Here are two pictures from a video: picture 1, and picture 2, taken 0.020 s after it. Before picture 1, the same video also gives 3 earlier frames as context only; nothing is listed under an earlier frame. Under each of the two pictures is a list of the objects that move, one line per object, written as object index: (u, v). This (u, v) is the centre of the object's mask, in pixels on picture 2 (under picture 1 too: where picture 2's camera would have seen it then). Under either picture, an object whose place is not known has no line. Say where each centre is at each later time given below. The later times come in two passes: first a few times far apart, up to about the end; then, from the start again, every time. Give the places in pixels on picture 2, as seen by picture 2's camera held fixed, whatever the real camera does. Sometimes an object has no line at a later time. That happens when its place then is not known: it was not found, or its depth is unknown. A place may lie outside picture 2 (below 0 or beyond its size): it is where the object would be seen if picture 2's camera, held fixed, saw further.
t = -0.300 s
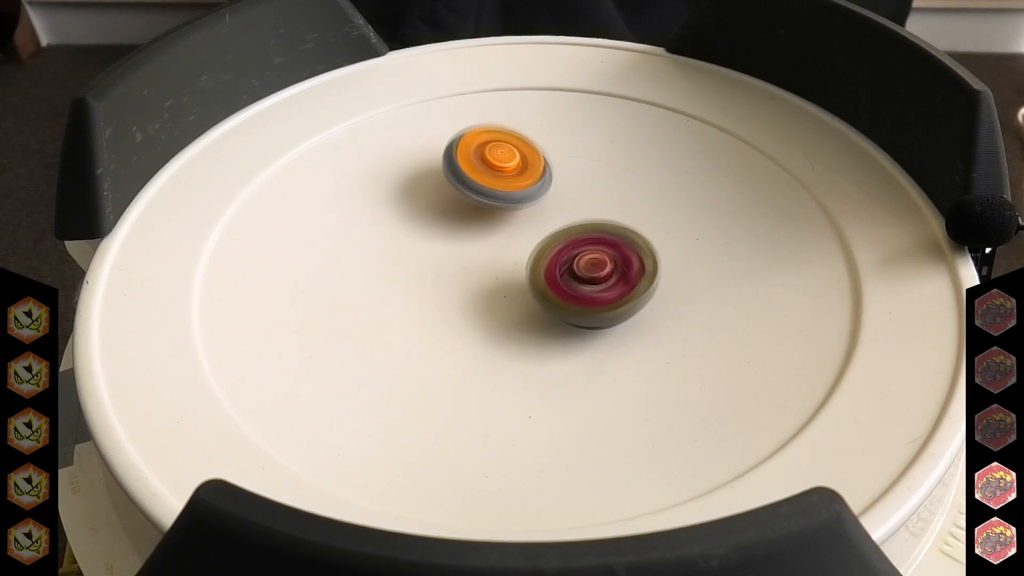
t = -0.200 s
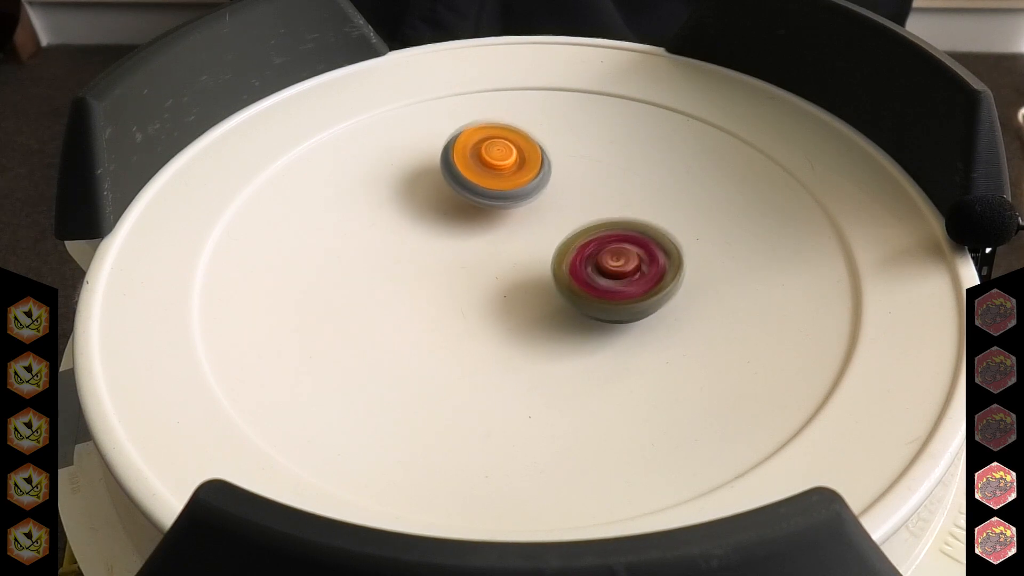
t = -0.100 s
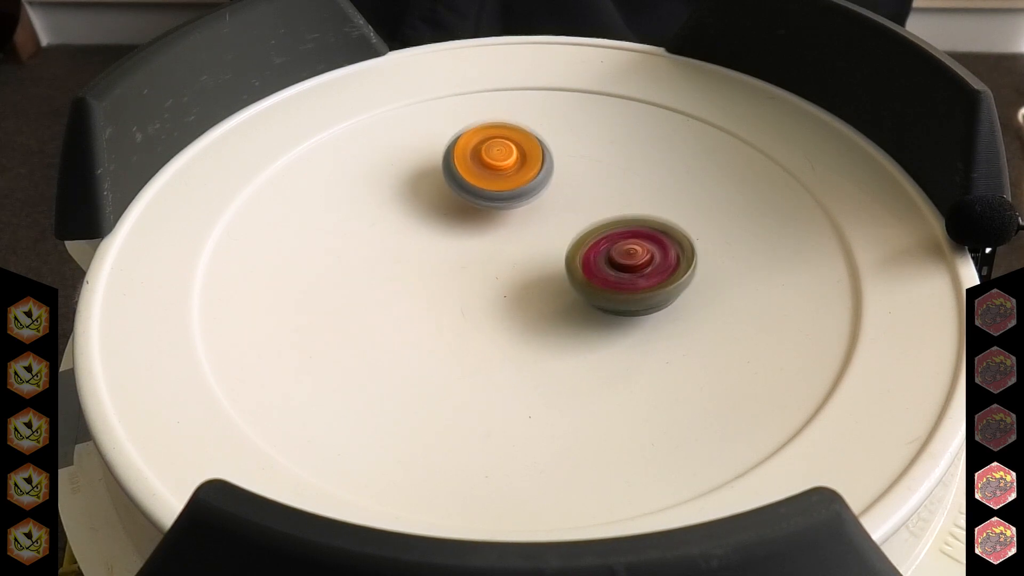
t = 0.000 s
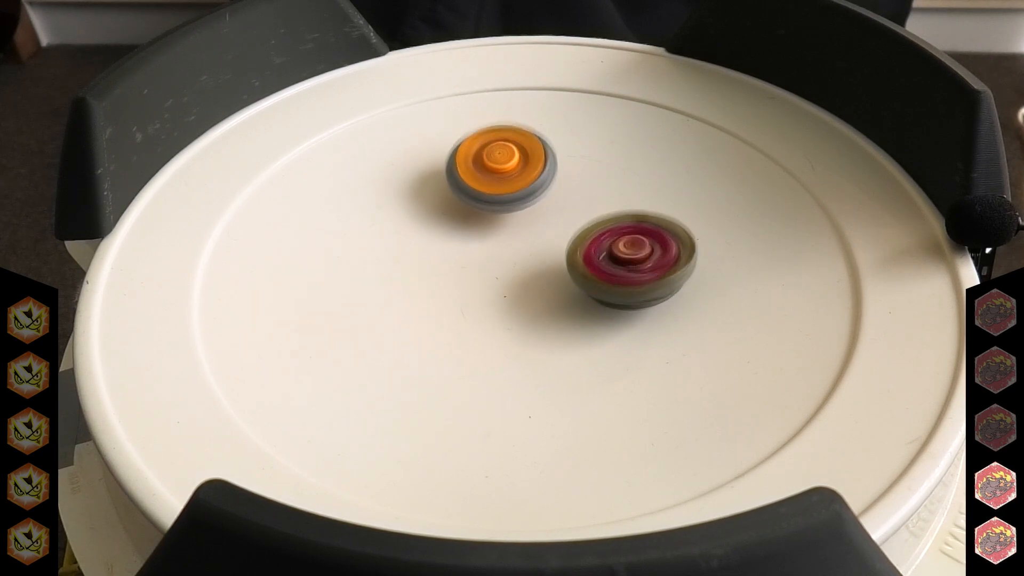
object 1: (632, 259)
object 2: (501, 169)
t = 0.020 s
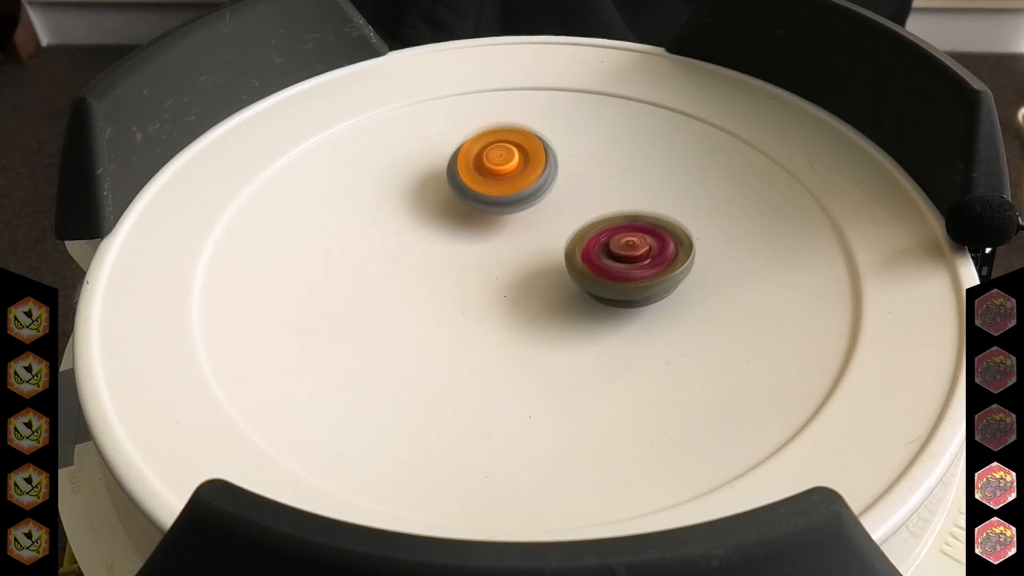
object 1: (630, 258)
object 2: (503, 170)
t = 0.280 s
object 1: (583, 255)
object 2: (491, 183)
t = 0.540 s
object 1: (530, 270)
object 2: (460, 200)
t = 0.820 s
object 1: (463, 290)
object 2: (472, 186)
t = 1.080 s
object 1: (425, 294)
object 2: (528, 171)
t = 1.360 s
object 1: (446, 296)
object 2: (544, 193)
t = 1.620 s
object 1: (474, 309)
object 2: (554, 196)
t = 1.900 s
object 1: (483, 343)
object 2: (554, 196)
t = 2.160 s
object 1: (507, 325)
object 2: (502, 211)
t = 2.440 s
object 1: (555, 281)
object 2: (489, 200)
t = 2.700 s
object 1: (618, 255)
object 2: (491, 203)
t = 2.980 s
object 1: (656, 272)
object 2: (471, 211)
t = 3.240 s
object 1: (590, 278)
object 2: (453, 212)
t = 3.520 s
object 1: (553, 258)
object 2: (429, 196)
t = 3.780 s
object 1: (558, 232)
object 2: (429, 213)
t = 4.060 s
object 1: (556, 217)
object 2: (429, 226)
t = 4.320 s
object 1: (553, 220)
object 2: (422, 231)
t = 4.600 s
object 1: (556, 242)
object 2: (428, 242)
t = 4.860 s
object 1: (537, 270)
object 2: (417, 236)
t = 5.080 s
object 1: (553, 283)
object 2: (405, 213)
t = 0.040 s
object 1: (628, 257)
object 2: (503, 171)
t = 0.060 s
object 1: (625, 256)
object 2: (502, 172)
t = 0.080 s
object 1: (622, 255)
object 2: (503, 174)
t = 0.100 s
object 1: (618, 253)
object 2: (504, 176)
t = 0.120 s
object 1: (614, 252)
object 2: (505, 178)
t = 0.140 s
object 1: (609, 251)
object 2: (504, 179)
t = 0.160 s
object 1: (605, 251)
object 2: (503, 181)
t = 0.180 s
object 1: (600, 250)
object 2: (503, 183)
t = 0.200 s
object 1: (595, 249)
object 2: (503, 185)
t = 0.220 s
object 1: (590, 248)
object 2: (503, 187)
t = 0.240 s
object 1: (586, 248)
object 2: (501, 189)
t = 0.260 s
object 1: (584, 251)
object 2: (495, 186)
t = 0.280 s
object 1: (583, 255)
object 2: (491, 183)
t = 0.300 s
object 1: (580, 258)
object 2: (488, 183)
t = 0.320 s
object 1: (575, 260)
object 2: (483, 183)
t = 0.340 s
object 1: (572, 261)
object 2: (480, 184)
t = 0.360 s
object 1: (570, 262)
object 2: (479, 186)
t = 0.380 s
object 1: (566, 263)
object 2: (478, 188)
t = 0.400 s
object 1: (561, 264)
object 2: (477, 190)
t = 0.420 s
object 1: (558, 265)
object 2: (473, 192)
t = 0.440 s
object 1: (554, 266)
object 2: (471, 193)
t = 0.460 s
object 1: (548, 267)
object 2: (469, 195)
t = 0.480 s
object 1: (544, 268)
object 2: (468, 196)
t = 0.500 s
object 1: (540, 268)
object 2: (465, 198)
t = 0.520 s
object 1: (535, 269)
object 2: (461, 199)
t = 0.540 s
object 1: (530, 270)
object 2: (460, 200)
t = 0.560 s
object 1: (526, 269)
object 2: (459, 202)
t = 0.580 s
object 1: (521, 270)
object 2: (455, 202)
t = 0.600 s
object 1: (515, 270)
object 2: (451, 203)
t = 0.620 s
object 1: (511, 270)
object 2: (450, 203)
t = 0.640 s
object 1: (507, 271)
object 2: (449, 201)
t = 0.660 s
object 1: (497, 276)
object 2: (450, 194)
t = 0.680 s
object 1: (491, 277)
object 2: (449, 194)
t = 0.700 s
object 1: (483, 285)
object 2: (453, 188)
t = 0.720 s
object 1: (478, 286)
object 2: (458, 188)
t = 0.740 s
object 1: (472, 291)
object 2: (459, 185)
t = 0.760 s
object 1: (469, 292)
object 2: (462, 186)
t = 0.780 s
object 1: (467, 292)
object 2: (467, 185)
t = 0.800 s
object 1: (465, 292)
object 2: (471, 186)
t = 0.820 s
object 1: (463, 290)
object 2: (472, 186)
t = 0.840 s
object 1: (461, 288)
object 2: (476, 187)
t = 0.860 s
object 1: (458, 285)
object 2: (480, 189)
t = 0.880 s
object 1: (456, 281)
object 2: (482, 190)
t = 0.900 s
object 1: (456, 278)
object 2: (484, 192)
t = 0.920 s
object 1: (456, 275)
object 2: (487, 194)
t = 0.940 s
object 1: (455, 272)
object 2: (490, 195)
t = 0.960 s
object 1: (451, 272)
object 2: (494, 192)
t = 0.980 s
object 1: (443, 279)
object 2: (500, 187)
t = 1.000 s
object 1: (437, 284)
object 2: (508, 183)
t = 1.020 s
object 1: (433, 289)
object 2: (514, 177)
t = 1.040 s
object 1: (430, 291)
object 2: (519, 174)
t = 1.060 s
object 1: (427, 292)
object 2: (525, 173)
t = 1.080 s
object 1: (425, 294)
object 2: (528, 171)
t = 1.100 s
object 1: (425, 295)
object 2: (531, 171)
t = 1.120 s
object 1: (425, 295)
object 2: (534, 172)
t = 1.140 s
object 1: (425, 297)
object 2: (535, 173)
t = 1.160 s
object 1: (424, 297)
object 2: (536, 173)
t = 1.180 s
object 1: (424, 297)
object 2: (538, 175)
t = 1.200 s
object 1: (427, 298)
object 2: (540, 176)
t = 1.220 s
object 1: (428, 298)
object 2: (540, 177)
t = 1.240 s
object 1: (429, 298)
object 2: (541, 180)
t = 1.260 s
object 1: (431, 297)
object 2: (544, 181)
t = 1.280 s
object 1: (434, 298)
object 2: (543, 183)
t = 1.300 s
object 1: (436, 298)
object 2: (544, 186)
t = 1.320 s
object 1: (438, 297)
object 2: (546, 187)
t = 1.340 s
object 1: (442, 296)
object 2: (545, 189)
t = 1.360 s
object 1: (446, 296)
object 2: (544, 193)
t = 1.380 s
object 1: (450, 295)
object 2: (546, 194)
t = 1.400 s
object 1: (452, 294)
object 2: (545, 196)
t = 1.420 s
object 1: (457, 293)
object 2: (543, 200)
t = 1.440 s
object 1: (462, 292)
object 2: (544, 201)
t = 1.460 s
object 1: (466, 292)
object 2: (543, 202)
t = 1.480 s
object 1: (469, 291)
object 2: (540, 206)
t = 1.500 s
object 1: (475, 289)
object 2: (541, 206)
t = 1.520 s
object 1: (481, 289)
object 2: (542, 208)
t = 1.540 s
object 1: (485, 289)
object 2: (539, 210)
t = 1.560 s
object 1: (490, 287)
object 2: (538, 210)
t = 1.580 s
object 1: (485, 294)
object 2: (540, 207)
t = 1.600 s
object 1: (479, 301)
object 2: (544, 201)
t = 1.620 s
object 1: (474, 309)
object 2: (554, 196)
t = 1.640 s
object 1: (471, 316)
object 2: (561, 193)
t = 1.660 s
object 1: (470, 320)
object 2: (565, 188)
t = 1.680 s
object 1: (472, 323)
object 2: (571, 185)
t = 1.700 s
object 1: (472, 326)
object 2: (572, 185)
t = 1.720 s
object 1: (473, 329)
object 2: (576, 183)
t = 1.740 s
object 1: (474, 331)
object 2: (575, 185)
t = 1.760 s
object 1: (476, 333)
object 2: (575, 185)
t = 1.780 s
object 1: (476, 336)
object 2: (573, 188)
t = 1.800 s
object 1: (477, 338)
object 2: (569, 189)
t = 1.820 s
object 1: (479, 339)
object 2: (568, 191)
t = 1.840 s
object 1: (479, 341)
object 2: (562, 193)
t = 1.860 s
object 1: (481, 343)
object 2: (560, 194)
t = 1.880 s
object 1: (481, 343)
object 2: (557, 195)
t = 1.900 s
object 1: (483, 343)
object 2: (554, 196)
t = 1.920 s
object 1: (484, 344)
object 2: (550, 196)
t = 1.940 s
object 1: (485, 344)
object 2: (544, 199)
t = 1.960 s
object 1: (486, 343)
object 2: (542, 199)
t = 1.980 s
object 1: (488, 342)
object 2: (536, 200)
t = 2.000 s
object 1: (491, 342)
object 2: (532, 202)
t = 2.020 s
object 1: (492, 341)
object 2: (527, 205)
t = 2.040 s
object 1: (493, 339)
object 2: (522, 206)
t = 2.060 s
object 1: (496, 337)
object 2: (518, 207)
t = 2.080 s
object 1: (499, 335)
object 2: (512, 210)
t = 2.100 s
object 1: (501, 333)
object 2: (510, 210)
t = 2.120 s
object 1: (502, 331)
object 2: (506, 212)
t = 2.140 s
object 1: (504, 327)
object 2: (503, 210)
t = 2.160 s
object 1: (507, 325)
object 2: (502, 211)
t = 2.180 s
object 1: (510, 322)
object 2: (498, 210)
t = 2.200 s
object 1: (513, 320)
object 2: (498, 209)
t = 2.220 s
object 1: (514, 316)
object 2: (495, 208)
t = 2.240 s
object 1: (518, 313)
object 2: (496, 208)
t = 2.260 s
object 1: (522, 310)
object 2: (494, 208)
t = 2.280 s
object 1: (525, 307)
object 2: (492, 205)
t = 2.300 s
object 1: (527, 304)
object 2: (493, 206)
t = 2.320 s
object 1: (530, 300)
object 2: (489, 204)
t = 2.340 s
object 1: (535, 296)
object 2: (492, 205)
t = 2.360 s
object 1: (539, 294)
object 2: (488, 201)
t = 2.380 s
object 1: (542, 291)
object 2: (490, 203)
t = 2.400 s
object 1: (546, 287)
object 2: (488, 201)
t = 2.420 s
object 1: (551, 283)
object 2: (487, 201)
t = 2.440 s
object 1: (555, 281)
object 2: (489, 200)
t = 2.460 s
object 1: (558, 278)
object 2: (487, 200)
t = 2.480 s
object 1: (562, 274)
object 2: (490, 201)
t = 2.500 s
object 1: (567, 271)
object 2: (489, 200)
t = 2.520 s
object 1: (572, 269)
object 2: (491, 201)
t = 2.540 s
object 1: (575, 266)
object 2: (492, 201)
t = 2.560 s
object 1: (579, 262)
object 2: (492, 202)
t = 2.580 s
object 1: (583, 260)
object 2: (495, 203)
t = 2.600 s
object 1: (588, 257)
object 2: (495, 204)
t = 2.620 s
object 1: (592, 255)
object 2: (497, 206)
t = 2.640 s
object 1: (594, 252)
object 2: (498, 206)
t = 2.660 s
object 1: (599, 249)
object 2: (499, 209)
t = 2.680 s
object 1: (610, 252)
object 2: (498, 206)
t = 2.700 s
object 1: (618, 255)
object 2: (491, 203)
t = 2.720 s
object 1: (626, 257)
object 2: (489, 200)
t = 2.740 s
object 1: (631, 259)
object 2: (484, 199)
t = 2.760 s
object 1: (635, 260)
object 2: (484, 197)
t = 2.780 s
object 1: (638, 261)
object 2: (478, 197)
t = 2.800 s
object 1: (643, 260)
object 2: (480, 196)
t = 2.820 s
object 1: (646, 260)
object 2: (477, 198)
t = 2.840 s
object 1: (650, 262)
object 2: (479, 198)
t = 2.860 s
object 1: (654, 263)
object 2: (476, 200)
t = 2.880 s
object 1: (655, 265)
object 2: (477, 202)
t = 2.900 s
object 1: (656, 266)
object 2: (476, 204)
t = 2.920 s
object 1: (658, 267)
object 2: (474, 205)
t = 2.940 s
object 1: (658, 268)
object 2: (474, 207)
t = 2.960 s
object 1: (658, 271)
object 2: (472, 208)
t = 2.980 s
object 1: (656, 272)
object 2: (471, 211)
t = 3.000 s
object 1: (654, 274)
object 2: (469, 210)
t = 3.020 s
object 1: (652, 275)
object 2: (468, 213)
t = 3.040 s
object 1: (649, 277)
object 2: (466, 213)
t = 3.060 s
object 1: (644, 278)
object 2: (467, 213)
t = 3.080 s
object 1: (639, 279)
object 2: (463, 213)
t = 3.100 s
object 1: (634, 280)
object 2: (464, 214)
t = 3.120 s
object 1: (629, 280)
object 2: (459, 214)
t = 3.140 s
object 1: (624, 281)
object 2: (461, 214)
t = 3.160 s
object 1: (617, 281)
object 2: (456, 213)
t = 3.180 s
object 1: (610, 281)
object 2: (458, 213)
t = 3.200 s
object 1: (604, 281)
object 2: (455, 212)
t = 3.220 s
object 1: (598, 279)
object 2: (456, 212)
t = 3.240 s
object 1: (590, 278)
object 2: (453, 212)
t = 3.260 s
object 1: (583, 277)
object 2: (454, 211)
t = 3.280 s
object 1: (578, 275)
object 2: (453, 212)
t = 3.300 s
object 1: (571, 272)
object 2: (452, 211)
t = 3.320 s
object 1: (565, 270)
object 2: (451, 211)
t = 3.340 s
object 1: (558, 267)
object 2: (451, 211)
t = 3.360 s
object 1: (553, 264)
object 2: (450, 211)
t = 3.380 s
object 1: (549, 261)
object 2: (448, 210)
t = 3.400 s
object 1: (544, 258)
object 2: (448, 210)
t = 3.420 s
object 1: (544, 255)
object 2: (444, 209)
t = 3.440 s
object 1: (548, 257)
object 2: (444, 205)
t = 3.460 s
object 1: (550, 260)
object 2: (437, 201)
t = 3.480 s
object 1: (553, 259)
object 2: (435, 199)
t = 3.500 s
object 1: (553, 259)
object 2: (430, 196)
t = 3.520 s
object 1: (553, 258)
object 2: (429, 196)
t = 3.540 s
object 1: (553, 255)
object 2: (425, 195)
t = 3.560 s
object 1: (553, 253)
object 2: (427, 195)
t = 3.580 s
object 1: (553, 251)
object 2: (425, 197)
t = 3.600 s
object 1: (553, 249)
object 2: (428, 197)
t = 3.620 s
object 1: (554, 247)
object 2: (426, 200)
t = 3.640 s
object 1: (554, 244)
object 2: (429, 200)
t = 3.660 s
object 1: (555, 243)
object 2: (427, 203)
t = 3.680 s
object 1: (556, 241)
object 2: (431, 203)
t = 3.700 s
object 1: (556, 239)
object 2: (428, 206)
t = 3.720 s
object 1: (555, 237)
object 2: (431, 205)
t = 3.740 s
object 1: (556, 234)
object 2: (429, 210)
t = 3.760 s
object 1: (557, 233)
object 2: (432, 209)
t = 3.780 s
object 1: (558, 232)
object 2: (429, 213)
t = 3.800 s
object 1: (558, 230)
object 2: (432, 213)
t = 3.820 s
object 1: (558, 228)
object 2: (430, 216)
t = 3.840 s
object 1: (558, 226)
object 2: (432, 217)
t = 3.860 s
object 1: (559, 225)
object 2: (430, 218)
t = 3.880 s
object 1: (559, 224)
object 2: (431, 221)
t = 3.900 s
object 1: (559, 222)
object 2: (429, 222)
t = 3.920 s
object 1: (559, 221)
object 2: (430, 223)
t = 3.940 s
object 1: (559, 220)
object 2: (429, 224)
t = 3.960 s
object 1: (559, 220)
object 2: (428, 225)
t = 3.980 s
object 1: (558, 219)
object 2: (428, 225)
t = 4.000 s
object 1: (557, 218)
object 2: (428, 226)
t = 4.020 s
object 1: (557, 217)
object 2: (427, 226)
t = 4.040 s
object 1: (557, 217)
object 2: (427, 227)
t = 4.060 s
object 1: (556, 217)
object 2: (429, 226)
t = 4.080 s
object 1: (555, 217)
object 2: (428, 227)
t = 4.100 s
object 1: (553, 217)
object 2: (430, 227)
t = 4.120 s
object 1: (553, 216)
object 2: (428, 226)
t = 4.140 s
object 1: (553, 217)
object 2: (431, 227)
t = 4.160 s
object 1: (550, 218)
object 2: (428, 227)
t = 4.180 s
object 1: (548, 218)
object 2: (432, 228)
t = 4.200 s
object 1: (548, 218)
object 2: (427, 227)
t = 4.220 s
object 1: (551, 218)
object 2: (429, 230)
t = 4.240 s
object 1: (551, 218)
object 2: (425, 229)
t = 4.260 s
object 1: (550, 219)
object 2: (428, 230)
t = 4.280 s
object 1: (548, 220)
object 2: (425, 229)
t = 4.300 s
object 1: (548, 220)
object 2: (428, 231)
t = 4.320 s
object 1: (553, 220)
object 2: (422, 231)
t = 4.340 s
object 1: (558, 221)
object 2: (421, 231)
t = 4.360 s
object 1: (560, 223)
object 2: (417, 232)
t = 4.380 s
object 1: (562, 224)
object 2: (418, 232)
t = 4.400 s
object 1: (562, 225)
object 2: (418, 234)
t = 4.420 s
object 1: (563, 226)
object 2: (419, 233)
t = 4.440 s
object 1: (564, 227)
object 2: (420, 236)
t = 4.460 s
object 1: (564, 230)
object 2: (421, 235)
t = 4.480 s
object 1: (564, 232)
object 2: (423, 238)
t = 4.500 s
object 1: (563, 233)
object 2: (423, 237)
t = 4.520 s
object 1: (562, 234)
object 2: (425, 239)
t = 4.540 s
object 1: (563, 236)
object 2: (424, 239)
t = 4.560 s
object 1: (561, 238)
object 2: (427, 241)
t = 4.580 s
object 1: (559, 240)
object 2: (424, 242)
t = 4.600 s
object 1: (556, 242)
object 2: (428, 242)
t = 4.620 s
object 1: (555, 243)
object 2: (425, 243)
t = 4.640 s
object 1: (554, 244)
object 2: (429, 243)
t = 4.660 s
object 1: (551, 246)
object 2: (427, 245)
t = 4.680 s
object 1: (548, 248)
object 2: (430, 245)
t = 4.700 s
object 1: (544, 249)
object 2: (429, 246)
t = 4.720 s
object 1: (543, 251)
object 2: (430, 248)
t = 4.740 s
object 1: (541, 253)
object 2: (431, 247)
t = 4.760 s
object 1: (540, 259)
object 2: (426, 248)
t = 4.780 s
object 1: (538, 264)
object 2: (424, 244)
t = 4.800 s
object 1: (538, 266)
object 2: (420, 242)
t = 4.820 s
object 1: (537, 270)
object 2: (422, 242)
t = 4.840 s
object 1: (534, 269)
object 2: (420, 239)
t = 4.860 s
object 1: (537, 270)
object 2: (417, 236)
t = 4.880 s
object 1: (546, 274)
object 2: (409, 230)
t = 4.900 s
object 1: (552, 281)
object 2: (401, 224)
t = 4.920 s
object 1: (556, 284)
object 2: (396, 223)
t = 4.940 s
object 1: (556, 285)
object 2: (393, 216)
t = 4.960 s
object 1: (554, 285)
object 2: (390, 213)
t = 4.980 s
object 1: (551, 285)
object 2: (388, 213)
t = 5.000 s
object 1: (552, 284)
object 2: (392, 210)
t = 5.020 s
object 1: (552, 284)
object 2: (392, 209)
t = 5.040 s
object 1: (553, 283)
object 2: (395, 208)
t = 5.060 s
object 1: (554, 283)
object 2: (400, 211)
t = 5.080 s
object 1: (553, 283)
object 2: (405, 213)
